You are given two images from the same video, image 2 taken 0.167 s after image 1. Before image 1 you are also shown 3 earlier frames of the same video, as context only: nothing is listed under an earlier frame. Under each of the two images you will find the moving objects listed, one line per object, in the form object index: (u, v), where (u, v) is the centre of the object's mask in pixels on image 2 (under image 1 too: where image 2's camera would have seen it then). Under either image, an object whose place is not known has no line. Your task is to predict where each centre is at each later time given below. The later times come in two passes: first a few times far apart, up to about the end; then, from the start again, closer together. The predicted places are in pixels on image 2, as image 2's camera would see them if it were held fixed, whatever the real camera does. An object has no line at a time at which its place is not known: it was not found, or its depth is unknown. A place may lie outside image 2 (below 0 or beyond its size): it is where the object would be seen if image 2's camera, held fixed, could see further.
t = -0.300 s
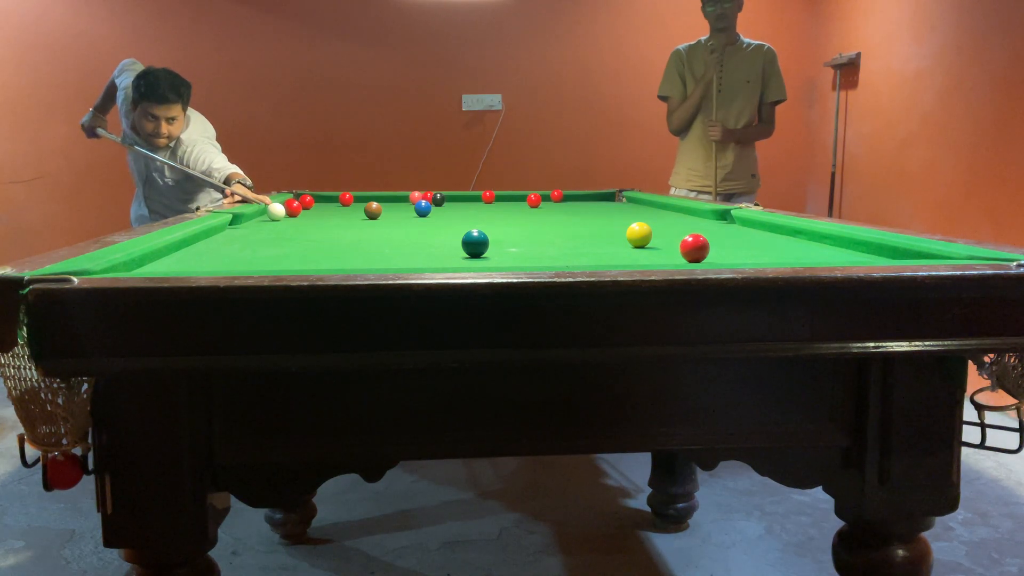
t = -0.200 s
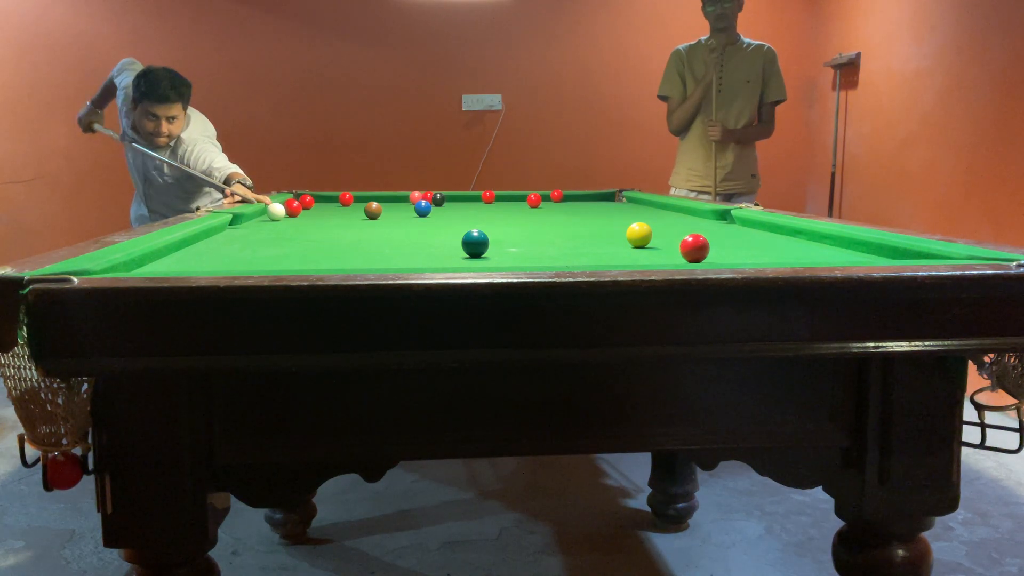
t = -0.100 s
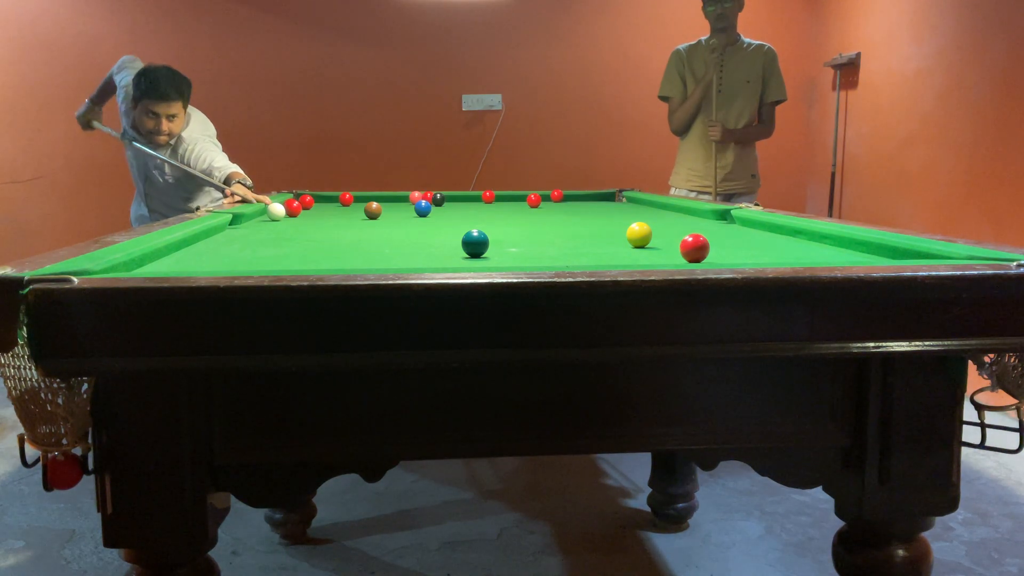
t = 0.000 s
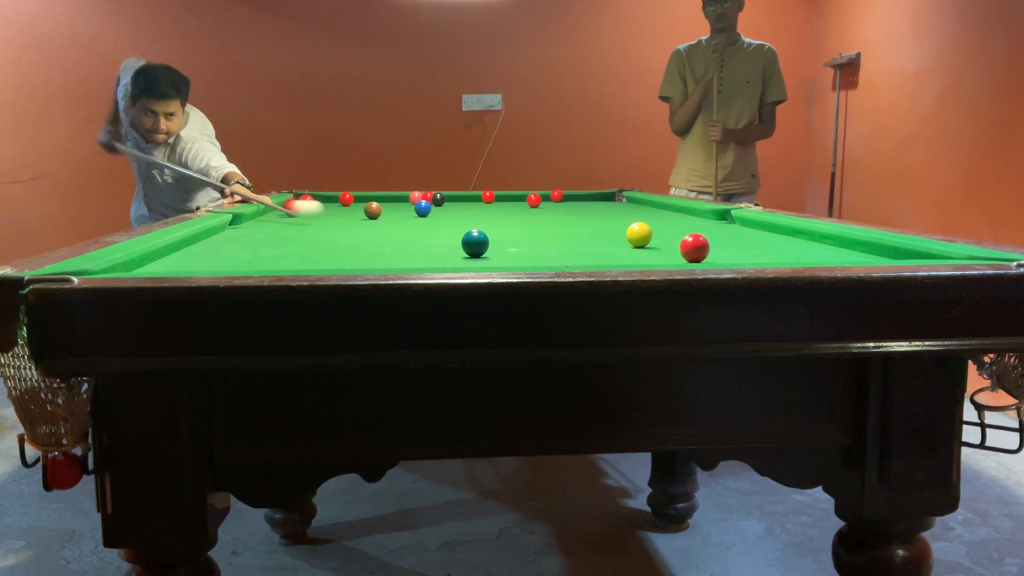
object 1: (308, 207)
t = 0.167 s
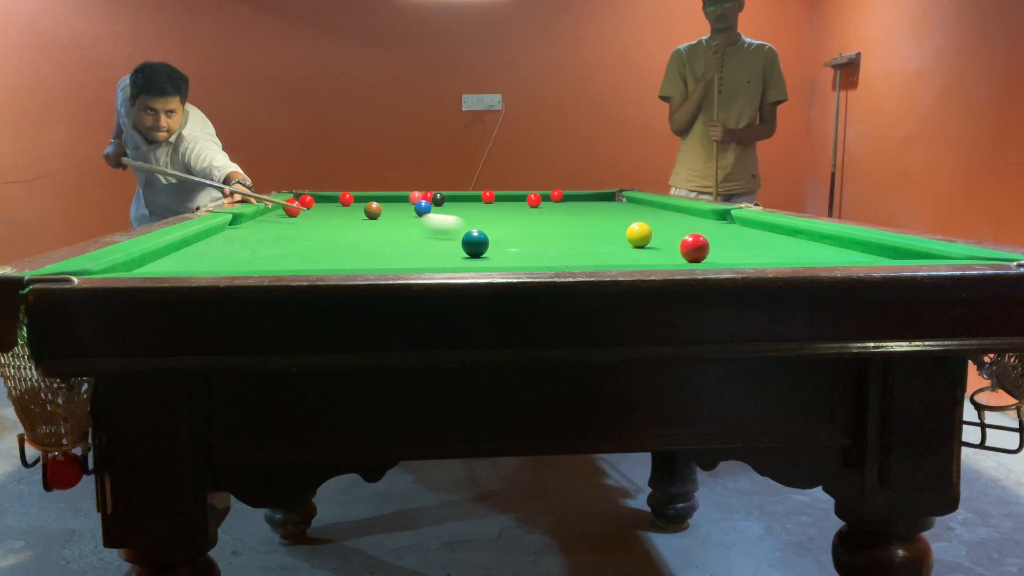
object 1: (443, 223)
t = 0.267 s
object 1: (543, 231)
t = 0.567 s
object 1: (658, 258)
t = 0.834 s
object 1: (623, 252)
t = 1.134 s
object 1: (604, 239)
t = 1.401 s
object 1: (592, 230)
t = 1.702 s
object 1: (581, 222)
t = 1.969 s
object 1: (574, 216)
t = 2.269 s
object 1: (567, 211)
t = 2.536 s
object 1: (562, 207)
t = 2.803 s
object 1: (557, 204)
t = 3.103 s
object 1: (553, 201)
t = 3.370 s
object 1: (549, 199)
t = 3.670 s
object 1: (545, 196)
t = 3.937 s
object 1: (543, 194)
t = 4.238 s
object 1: (547, 196)
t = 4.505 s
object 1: (552, 197)
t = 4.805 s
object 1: (559, 198)
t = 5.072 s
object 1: (564, 199)
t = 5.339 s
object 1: (569, 199)
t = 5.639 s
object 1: (574, 200)
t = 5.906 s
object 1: (578, 201)
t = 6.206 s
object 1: (581, 201)
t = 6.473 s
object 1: (582, 201)
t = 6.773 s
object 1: (582, 201)
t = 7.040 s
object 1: (582, 201)
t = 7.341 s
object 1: (582, 201)
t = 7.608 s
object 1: (582, 201)
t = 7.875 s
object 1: (582, 201)
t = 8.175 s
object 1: (582, 202)
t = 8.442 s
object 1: (582, 202)
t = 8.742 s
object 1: (582, 202)
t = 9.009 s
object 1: (582, 202)
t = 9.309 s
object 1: (582, 202)
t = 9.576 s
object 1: (582, 202)
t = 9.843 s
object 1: (582, 202)
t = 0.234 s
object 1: (509, 229)
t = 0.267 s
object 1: (543, 231)
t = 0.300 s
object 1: (584, 235)
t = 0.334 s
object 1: (627, 238)
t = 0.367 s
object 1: (662, 247)
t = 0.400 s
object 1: (660, 249)
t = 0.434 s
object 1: (656, 252)
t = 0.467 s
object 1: (655, 253)
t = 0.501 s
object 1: (654, 255)
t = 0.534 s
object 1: (656, 257)
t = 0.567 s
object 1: (658, 258)
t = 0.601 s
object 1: (657, 259)
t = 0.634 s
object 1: (649, 258)
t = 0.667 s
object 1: (641, 256)
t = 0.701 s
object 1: (636, 256)
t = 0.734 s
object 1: (631, 255)
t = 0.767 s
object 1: (629, 254)
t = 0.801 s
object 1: (626, 253)
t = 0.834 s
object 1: (623, 252)
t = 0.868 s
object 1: (620, 249)
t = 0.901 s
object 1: (619, 246)
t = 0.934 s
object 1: (616, 248)
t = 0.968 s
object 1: (614, 247)
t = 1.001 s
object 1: (612, 245)
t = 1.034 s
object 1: (610, 243)
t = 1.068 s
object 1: (608, 242)
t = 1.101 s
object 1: (606, 240)
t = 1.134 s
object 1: (604, 239)
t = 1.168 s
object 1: (602, 238)
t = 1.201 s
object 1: (601, 236)
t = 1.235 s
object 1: (599, 235)
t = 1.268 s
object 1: (598, 234)
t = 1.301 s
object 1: (596, 233)
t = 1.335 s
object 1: (595, 232)
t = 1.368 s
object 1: (593, 230)
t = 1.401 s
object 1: (592, 230)
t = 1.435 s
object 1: (591, 228)
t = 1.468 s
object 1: (589, 227)
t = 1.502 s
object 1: (588, 227)
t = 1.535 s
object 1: (587, 226)
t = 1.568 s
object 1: (586, 225)
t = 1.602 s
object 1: (585, 224)
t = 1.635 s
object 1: (584, 223)
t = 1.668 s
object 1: (583, 222)
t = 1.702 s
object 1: (581, 222)
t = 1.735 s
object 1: (580, 220)
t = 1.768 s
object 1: (579, 220)
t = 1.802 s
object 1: (579, 219)
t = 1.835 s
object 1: (578, 219)
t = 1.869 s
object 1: (577, 218)
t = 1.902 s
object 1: (576, 217)
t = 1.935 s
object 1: (575, 217)
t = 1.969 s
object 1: (574, 216)
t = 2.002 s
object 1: (573, 215)
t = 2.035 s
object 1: (573, 215)
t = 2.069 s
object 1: (572, 214)
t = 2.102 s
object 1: (571, 214)
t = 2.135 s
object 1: (570, 213)
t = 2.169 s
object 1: (569, 213)
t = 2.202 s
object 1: (569, 212)
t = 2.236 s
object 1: (568, 211)
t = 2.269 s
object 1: (567, 211)
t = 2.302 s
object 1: (566, 211)
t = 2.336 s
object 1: (566, 210)
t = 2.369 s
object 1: (565, 210)
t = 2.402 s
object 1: (564, 209)
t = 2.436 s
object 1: (563, 209)
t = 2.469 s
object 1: (563, 208)
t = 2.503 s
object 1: (562, 208)
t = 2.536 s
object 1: (562, 207)
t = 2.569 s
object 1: (561, 207)
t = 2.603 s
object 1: (561, 206)
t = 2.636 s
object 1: (560, 206)
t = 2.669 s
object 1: (559, 206)
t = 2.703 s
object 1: (559, 205)
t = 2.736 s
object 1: (558, 205)
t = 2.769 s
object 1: (558, 204)
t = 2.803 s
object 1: (557, 204)
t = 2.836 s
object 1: (557, 204)
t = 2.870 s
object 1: (556, 203)
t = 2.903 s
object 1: (555, 203)
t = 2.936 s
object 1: (555, 203)
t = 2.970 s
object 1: (555, 202)
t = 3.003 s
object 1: (554, 202)
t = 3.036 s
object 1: (554, 202)
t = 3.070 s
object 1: (553, 201)
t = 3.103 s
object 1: (553, 201)
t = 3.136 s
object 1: (552, 201)
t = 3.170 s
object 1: (552, 201)
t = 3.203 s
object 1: (551, 200)
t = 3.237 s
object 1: (551, 200)
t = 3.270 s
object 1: (550, 200)
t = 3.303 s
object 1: (550, 199)
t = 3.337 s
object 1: (549, 199)
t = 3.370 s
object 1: (549, 199)
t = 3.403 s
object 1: (548, 199)
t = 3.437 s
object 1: (548, 198)
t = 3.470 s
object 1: (547, 198)
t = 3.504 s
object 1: (547, 198)
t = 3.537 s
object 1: (547, 198)
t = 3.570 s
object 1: (546, 197)
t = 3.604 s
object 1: (546, 197)
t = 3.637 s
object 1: (546, 197)
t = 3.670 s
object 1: (545, 196)
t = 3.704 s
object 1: (545, 196)
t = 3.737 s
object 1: (545, 196)
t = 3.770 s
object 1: (545, 196)
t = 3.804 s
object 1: (544, 195)
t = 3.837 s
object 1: (544, 195)
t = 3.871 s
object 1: (544, 195)
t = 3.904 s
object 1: (543, 195)
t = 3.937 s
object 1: (543, 194)
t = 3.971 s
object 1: (543, 194)
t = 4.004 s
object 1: (544, 195)
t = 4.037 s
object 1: (544, 195)
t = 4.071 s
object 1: (545, 195)
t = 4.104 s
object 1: (545, 195)
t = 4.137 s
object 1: (546, 196)
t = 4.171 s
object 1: (546, 196)
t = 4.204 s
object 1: (546, 196)
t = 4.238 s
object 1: (547, 196)
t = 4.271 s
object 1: (548, 196)
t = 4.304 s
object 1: (548, 197)
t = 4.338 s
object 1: (549, 197)
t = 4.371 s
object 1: (549, 197)
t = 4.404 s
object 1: (550, 197)
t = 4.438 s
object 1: (551, 197)
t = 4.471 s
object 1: (551, 197)
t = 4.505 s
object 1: (552, 197)
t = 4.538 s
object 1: (553, 197)
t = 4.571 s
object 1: (553, 197)
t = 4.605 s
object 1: (554, 198)
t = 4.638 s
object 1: (555, 198)
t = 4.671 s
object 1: (556, 198)
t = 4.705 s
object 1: (556, 198)
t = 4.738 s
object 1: (557, 198)
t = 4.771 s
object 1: (558, 198)
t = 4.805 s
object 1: (559, 198)
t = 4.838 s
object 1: (559, 198)
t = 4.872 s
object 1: (560, 198)
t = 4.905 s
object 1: (561, 198)
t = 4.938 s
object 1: (561, 198)
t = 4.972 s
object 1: (562, 198)
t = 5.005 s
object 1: (562, 198)
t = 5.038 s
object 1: (563, 199)
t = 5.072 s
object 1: (564, 199)
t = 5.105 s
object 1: (564, 199)
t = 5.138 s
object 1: (565, 199)
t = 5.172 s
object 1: (566, 199)
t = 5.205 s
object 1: (567, 199)
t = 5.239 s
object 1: (567, 199)
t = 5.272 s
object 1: (568, 199)
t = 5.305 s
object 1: (569, 199)
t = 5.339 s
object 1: (569, 199)
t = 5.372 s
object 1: (570, 199)
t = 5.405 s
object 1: (570, 199)
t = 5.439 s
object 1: (571, 199)
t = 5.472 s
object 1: (572, 200)
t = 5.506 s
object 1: (572, 200)
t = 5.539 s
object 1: (573, 200)
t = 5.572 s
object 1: (574, 200)
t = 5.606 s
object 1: (574, 200)
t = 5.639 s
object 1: (574, 200)
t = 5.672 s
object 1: (575, 200)
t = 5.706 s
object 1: (575, 200)
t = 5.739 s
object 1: (576, 200)
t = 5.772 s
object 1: (576, 200)
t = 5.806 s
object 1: (577, 200)
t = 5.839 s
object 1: (577, 200)
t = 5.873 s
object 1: (578, 201)
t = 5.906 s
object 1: (578, 201)
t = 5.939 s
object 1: (578, 201)
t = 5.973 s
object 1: (579, 201)
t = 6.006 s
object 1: (579, 201)
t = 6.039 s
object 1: (579, 201)
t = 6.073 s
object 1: (580, 201)
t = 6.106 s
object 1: (580, 201)
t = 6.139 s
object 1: (580, 201)
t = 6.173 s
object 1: (580, 201)
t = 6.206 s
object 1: (581, 201)
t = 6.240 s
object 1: (581, 201)
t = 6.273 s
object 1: (581, 201)
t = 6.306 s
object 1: (581, 201)
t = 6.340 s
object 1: (581, 201)
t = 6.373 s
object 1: (582, 201)
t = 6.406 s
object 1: (582, 201)
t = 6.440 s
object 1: (582, 201)
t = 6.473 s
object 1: (582, 201)
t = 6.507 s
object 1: (582, 201)
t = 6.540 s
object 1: (582, 201)
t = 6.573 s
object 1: (582, 201)
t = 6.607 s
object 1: (583, 201)
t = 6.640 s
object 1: (582, 201)
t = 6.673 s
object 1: (583, 201)
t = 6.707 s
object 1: (582, 201)
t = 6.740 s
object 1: (582, 201)
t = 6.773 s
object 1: (582, 201)
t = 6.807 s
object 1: (582, 201)
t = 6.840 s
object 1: (582, 201)
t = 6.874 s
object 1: (582, 201)
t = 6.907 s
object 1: (582, 201)
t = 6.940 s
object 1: (582, 201)
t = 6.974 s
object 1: (582, 201)
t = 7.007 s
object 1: (582, 201)
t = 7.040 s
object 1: (582, 201)
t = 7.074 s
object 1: (582, 201)
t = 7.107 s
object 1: (582, 201)
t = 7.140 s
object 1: (582, 201)
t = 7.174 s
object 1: (582, 201)
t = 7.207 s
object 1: (582, 201)
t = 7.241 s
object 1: (582, 201)
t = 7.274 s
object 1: (582, 201)
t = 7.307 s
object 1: (582, 201)
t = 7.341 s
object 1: (582, 201)
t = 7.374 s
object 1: (582, 201)
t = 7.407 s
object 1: (582, 201)
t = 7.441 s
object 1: (582, 201)
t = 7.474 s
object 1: (582, 201)
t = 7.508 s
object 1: (582, 201)
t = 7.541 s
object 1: (582, 201)
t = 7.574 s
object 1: (582, 201)
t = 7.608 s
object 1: (582, 201)
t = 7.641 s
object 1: (582, 201)
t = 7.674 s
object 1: (582, 201)
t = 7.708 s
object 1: (582, 202)
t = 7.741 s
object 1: (582, 201)
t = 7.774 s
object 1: (582, 201)
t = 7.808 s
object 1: (582, 202)
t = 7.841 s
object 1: (582, 201)
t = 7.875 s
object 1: (582, 201)
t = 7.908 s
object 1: (582, 201)
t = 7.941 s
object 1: (582, 201)
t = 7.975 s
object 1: (582, 201)
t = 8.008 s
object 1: (582, 202)
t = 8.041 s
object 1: (582, 202)
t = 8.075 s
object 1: (582, 202)
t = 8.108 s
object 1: (582, 202)
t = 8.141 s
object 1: (582, 202)
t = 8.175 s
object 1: (582, 202)
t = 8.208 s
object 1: (582, 201)
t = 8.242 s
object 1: (582, 201)
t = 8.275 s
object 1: (582, 201)
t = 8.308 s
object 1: (582, 202)
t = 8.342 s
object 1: (582, 202)
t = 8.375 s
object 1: (582, 202)
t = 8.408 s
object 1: (582, 202)
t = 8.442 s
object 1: (582, 202)
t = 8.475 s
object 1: (582, 201)
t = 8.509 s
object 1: (582, 201)
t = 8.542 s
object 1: (582, 202)
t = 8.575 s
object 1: (582, 202)
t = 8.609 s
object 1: (582, 201)
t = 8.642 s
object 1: (582, 202)
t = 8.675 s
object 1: (582, 202)
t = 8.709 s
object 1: (582, 202)
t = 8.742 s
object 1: (582, 202)
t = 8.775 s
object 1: (582, 201)
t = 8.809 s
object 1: (582, 202)
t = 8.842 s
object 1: (582, 202)
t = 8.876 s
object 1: (582, 202)
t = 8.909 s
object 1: (582, 202)
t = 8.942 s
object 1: (582, 202)
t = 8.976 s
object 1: (582, 201)
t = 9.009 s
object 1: (582, 202)
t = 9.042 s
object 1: (582, 202)
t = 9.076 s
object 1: (582, 201)
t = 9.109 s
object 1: (582, 201)
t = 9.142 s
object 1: (582, 202)
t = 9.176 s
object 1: (582, 201)
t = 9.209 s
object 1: (582, 202)
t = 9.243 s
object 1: (582, 201)
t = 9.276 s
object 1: (582, 201)
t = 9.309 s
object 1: (582, 202)
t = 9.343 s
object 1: (582, 201)
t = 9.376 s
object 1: (582, 202)
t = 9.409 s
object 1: (582, 202)
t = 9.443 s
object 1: (582, 202)
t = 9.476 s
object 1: (582, 202)
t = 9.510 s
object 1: (582, 202)
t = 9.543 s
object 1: (582, 202)
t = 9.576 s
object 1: (582, 202)
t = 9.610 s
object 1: (582, 202)
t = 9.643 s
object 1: (582, 202)
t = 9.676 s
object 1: (582, 202)
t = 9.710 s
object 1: (582, 202)
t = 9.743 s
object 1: (582, 202)
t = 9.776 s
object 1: (582, 202)
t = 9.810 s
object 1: (582, 202)
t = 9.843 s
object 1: (582, 202)
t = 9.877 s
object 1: (582, 202)
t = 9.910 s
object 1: (582, 202)
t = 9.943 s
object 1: (582, 202)
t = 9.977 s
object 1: (582, 202)
